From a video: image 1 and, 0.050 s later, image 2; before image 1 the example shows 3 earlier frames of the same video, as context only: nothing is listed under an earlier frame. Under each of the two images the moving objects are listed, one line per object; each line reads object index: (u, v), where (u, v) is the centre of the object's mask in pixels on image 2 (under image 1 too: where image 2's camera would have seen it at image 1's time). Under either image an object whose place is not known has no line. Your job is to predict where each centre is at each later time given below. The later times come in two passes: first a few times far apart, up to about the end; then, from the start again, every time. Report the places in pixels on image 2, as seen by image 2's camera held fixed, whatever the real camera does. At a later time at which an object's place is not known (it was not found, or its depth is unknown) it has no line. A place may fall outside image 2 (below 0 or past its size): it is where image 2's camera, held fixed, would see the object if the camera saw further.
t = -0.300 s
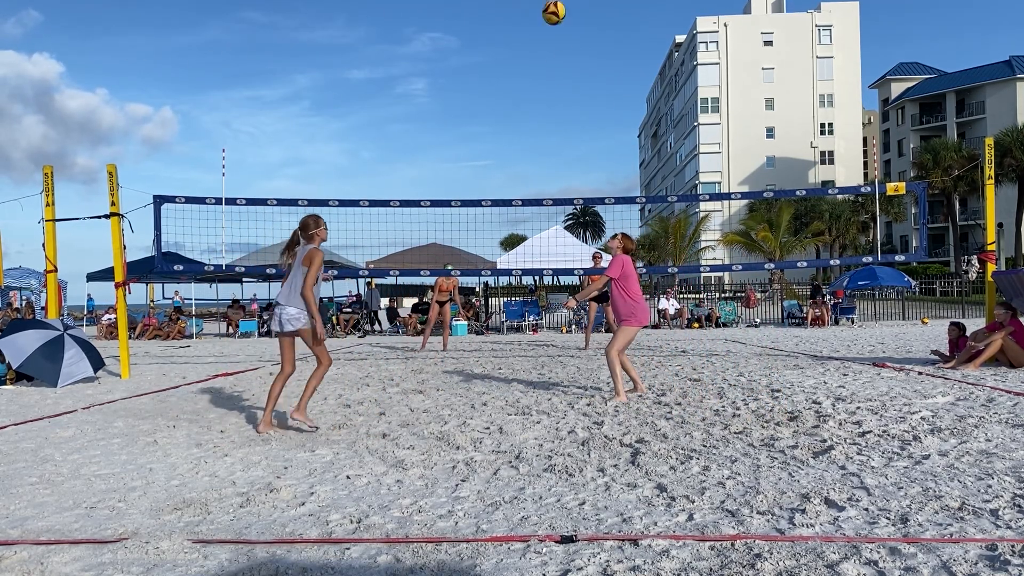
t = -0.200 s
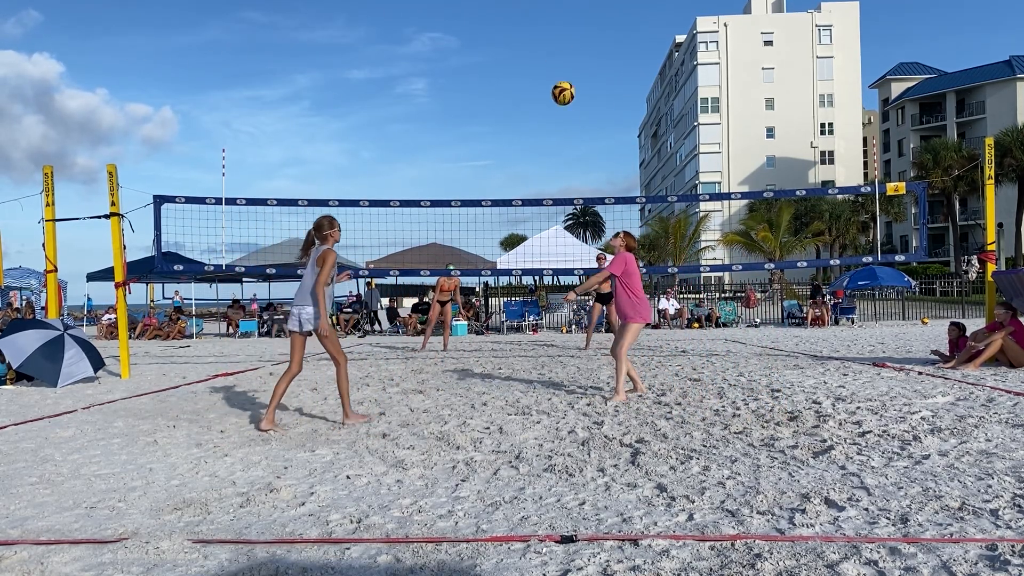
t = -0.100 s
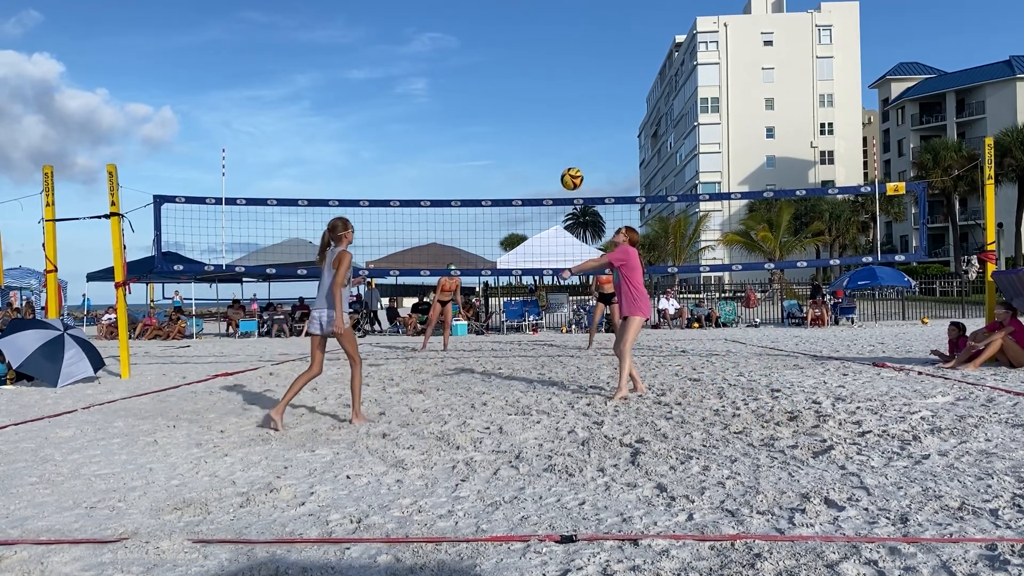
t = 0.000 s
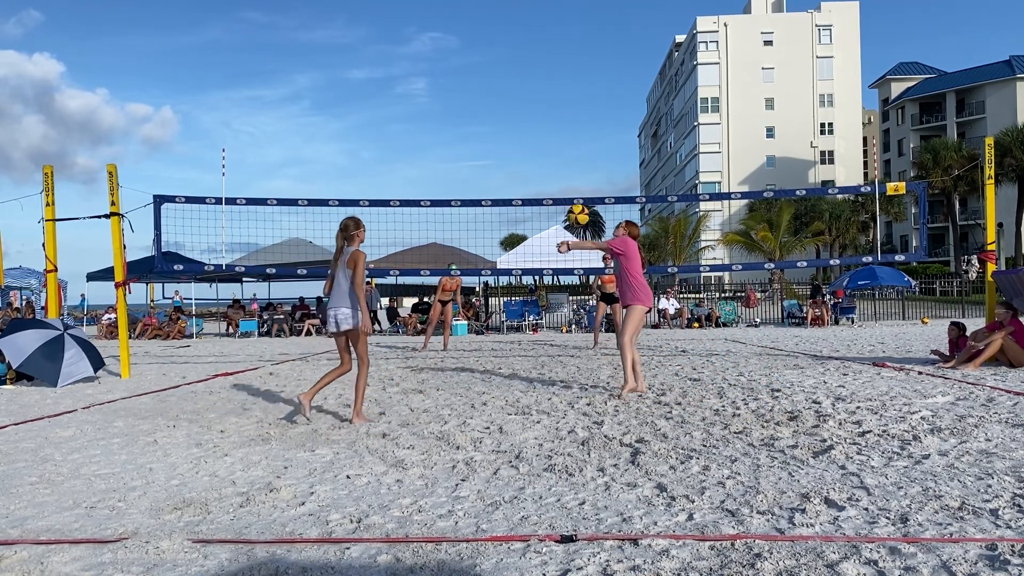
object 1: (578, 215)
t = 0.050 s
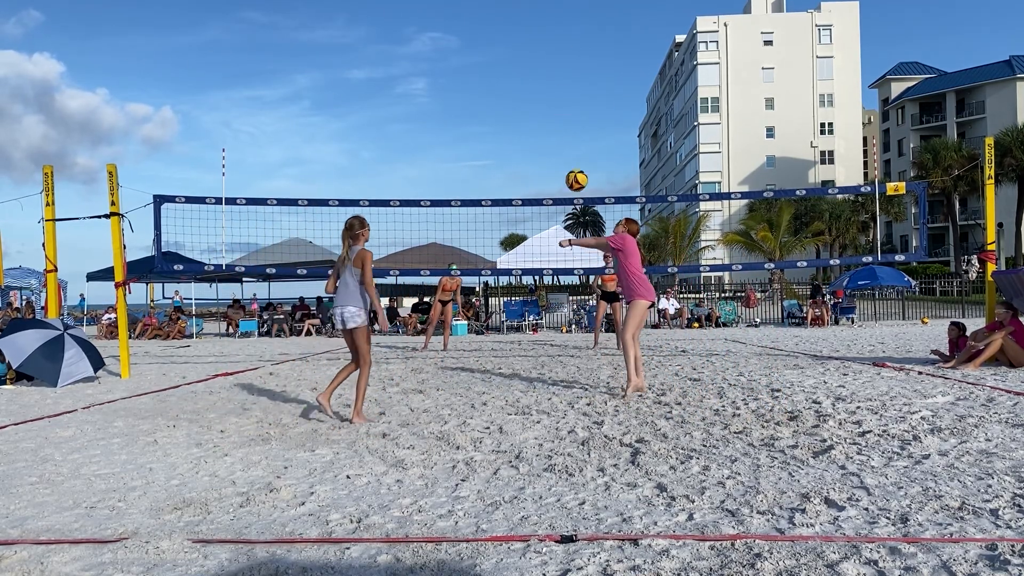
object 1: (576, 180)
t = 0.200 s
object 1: (572, 97)
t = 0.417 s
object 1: (565, 27)
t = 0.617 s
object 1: (559, 9)
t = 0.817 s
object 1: (554, 23)
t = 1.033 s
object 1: (550, 71)
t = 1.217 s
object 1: (546, 132)
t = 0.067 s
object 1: (576, 169)
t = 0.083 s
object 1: (576, 159)
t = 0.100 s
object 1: (575, 149)
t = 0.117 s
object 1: (575, 139)
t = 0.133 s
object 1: (574, 130)
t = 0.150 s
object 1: (574, 121)
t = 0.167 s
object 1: (573, 112)
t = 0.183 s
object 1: (573, 104)
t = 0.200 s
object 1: (572, 97)
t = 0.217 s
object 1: (571, 89)
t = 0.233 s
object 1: (571, 82)
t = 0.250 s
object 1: (570, 75)
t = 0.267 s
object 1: (570, 69)
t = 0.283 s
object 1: (569, 63)
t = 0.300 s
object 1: (569, 58)
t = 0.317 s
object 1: (568, 52)
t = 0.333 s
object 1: (568, 47)
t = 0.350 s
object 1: (567, 42)
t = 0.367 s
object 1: (567, 38)
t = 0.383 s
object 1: (566, 34)
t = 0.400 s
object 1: (566, 30)
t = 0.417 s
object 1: (565, 27)
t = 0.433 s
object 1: (565, 24)
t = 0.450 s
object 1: (564, 21)
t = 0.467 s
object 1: (563, 19)
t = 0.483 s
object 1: (563, 16)
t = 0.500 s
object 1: (562, 15)
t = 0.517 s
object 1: (562, 13)
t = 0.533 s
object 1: (561, 12)
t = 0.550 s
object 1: (561, 10)
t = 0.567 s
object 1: (560, 10)
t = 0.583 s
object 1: (560, 9)
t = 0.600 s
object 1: (560, 9)
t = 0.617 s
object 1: (559, 9)
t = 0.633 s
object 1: (559, 9)
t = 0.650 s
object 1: (558, 9)
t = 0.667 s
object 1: (558, 9)
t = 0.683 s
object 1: (557, 10)
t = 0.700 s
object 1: (557, 11)
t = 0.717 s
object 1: (557, 12)
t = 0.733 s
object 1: (556, 13)
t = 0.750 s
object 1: (556, 15)
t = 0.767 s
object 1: (555, 17)
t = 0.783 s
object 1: (555, 19)
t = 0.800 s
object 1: (555, 21)
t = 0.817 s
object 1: (554, 23)
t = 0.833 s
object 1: (554, 26)
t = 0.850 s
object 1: (553, 29)
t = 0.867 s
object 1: (553, 32)
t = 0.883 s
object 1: (553, 35)
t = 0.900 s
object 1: (552, 38)
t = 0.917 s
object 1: (552, 42)
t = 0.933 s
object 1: (552, 45)
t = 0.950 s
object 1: (551, 49)
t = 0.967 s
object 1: (551, 53)
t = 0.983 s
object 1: (551, 57)
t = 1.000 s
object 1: (550, 62)
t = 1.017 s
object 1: (550, 66)
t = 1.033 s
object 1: (550, 71)
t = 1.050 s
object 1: (549, 76)
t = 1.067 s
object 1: (549, 81)
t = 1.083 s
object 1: (548, 86)
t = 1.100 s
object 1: (548, 91)
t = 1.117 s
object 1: (548, 97)
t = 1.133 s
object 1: (547, 102)
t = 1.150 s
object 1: (547, 108)
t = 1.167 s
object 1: (547, 114)
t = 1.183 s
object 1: (546, 120)
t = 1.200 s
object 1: (546, 126)
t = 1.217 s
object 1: (546, 132)
